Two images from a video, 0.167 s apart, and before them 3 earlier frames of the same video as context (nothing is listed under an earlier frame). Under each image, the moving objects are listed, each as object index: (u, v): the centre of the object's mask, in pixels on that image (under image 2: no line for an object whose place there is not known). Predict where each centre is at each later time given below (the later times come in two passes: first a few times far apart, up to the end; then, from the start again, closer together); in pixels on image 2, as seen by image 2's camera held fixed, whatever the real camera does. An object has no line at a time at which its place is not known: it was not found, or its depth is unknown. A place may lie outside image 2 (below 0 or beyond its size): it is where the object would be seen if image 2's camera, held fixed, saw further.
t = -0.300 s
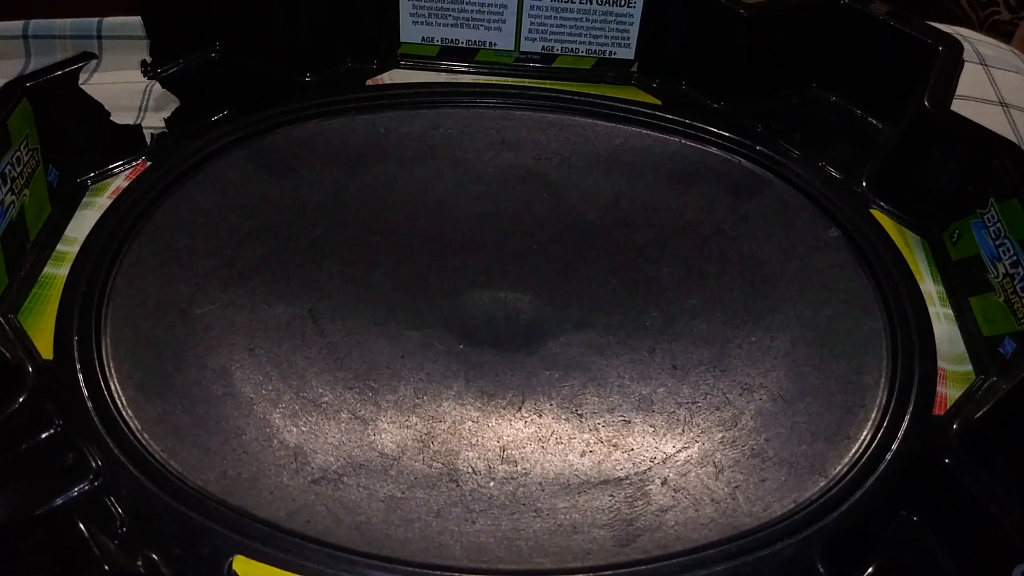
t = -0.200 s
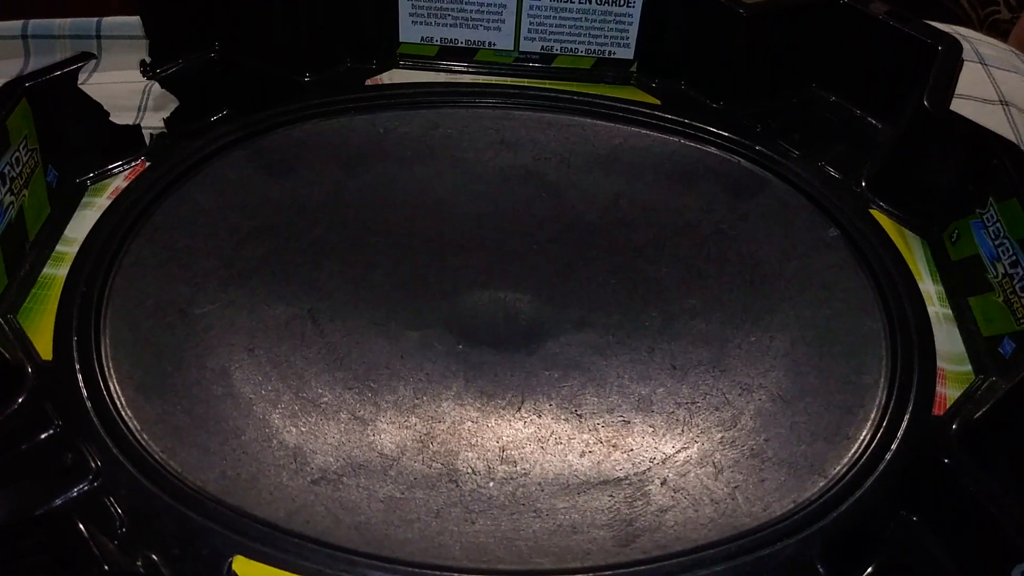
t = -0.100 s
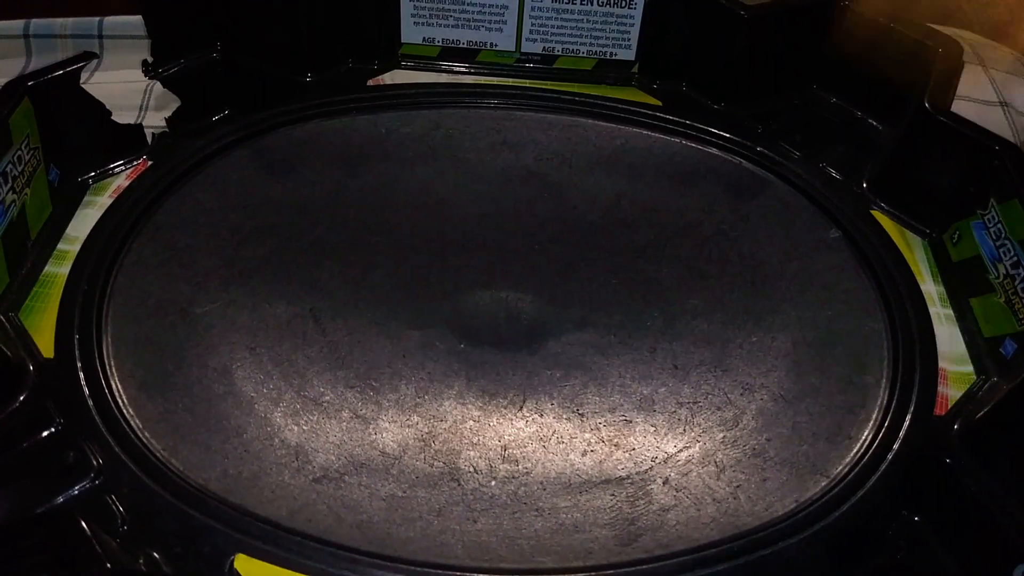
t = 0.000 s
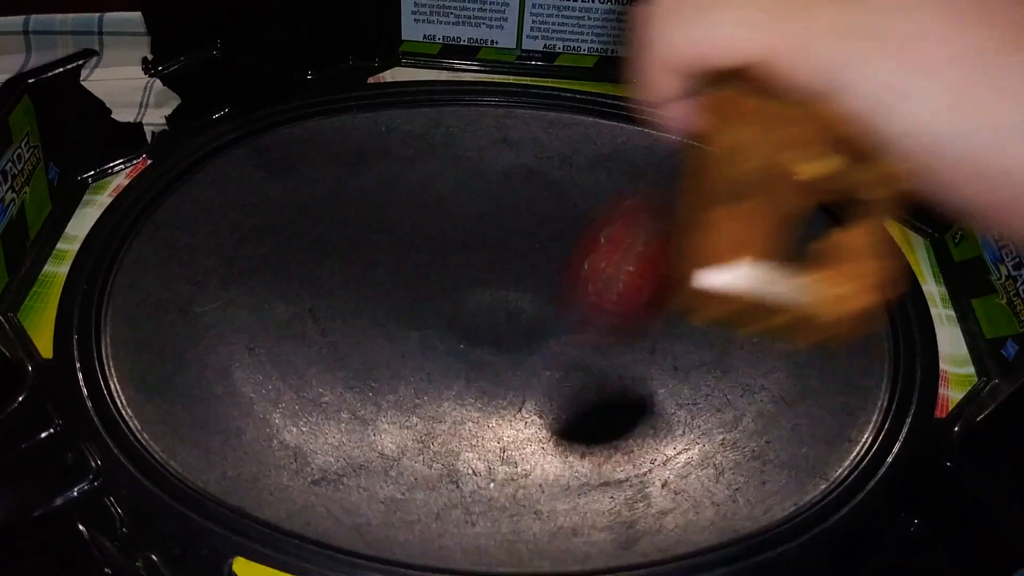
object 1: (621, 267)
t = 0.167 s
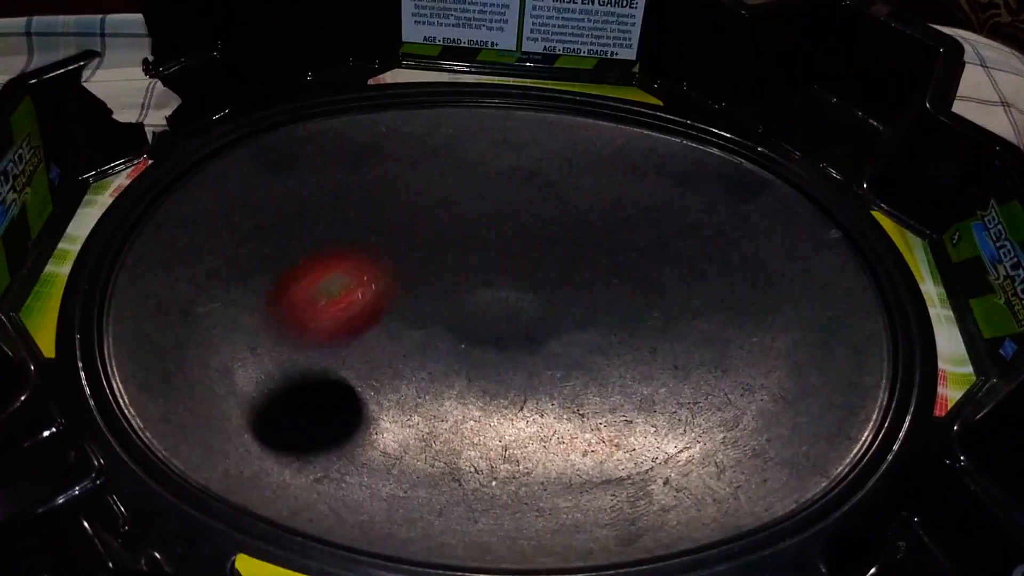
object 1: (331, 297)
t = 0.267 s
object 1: (207, 290)
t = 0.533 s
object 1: (251, 173)
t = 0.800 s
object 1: (661, 184)
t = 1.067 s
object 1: (777, 489)
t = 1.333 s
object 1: (106, 338)
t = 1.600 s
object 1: (514, 78)
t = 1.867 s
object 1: (764, 488)
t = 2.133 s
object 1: (116, 219)
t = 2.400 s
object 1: (674, 99)
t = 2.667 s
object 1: (548, 521)
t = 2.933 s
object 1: (143, 171)
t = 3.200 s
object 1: (673, 101)
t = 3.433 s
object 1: (761, 494)
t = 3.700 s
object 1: (98, 293)
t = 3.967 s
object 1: (503, 81)
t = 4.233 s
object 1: (901, 350)
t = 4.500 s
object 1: (324, 477)
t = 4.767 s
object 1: (569, 364)
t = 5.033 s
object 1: (736, 276)
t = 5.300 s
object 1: (848, 353)
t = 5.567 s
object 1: (565, 399)
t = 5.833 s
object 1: (441, 329)
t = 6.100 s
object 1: (531, 244)
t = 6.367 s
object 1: (713, 202)
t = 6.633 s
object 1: (833, 335)
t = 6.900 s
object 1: (422, 370)
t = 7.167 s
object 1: (264, 137)
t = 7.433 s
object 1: (471, 122)
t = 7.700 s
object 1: (707, 271)
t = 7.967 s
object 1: (670, 362)
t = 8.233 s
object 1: (548, 324)
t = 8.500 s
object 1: (562, 240)
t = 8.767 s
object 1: (631, 315)
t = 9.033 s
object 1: (382, 341)
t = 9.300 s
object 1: (350, 176)
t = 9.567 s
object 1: (474, 65)
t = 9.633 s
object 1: (500, 82)
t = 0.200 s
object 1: (282, 308)
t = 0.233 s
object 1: (240, 301)
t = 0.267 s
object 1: (207, 290)
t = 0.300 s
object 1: (183, 277)
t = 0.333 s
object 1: (170, 262)
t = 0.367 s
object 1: (164, 247)
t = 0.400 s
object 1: (167, 230)
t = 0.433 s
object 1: (178, 214)
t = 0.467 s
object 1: (196, 199)
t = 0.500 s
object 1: (221, 185)
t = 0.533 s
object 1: (251, 173)
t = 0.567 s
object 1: (288, 163)
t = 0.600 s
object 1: (330, 154)
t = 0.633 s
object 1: (375, 149)
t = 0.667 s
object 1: (426, 147)
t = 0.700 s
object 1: (480, 148)
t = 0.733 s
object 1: (538, 156)
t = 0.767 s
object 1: (599, 167)
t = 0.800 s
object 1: (661, 184)
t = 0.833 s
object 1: (724, 206)
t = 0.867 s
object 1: (784, 235)
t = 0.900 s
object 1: (845, 272)
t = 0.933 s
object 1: (897, 312)
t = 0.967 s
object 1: (906, 348)
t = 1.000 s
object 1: (883, 403)
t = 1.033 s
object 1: (843, 452)
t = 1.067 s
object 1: (777, 489)
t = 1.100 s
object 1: (690, 513)
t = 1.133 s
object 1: (591, 520)
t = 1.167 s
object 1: (494, 521)
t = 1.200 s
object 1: (392, 514)
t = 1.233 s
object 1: (294, 490)
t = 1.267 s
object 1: (208, 449)
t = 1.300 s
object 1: (140, 397)
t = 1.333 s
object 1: (106, 338)
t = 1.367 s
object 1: (100, 273)
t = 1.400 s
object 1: (120, 217)
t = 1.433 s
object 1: (156, 166)
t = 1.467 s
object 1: (213, 121)
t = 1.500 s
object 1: (279, 92)
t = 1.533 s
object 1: (354, 78)
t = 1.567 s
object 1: (434, 74)
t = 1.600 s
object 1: (514, 78)
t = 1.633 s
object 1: (594, 86)
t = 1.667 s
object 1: (677, 101)
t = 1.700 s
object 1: (758, 126)
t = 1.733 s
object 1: (830, 173)
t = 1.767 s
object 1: (883, 238)
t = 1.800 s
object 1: (897, 335)
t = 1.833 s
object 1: (863, 425)
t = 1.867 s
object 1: (764, 488)
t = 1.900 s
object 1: (621, 518)
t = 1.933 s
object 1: (485, 521)
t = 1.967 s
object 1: (359, 507)
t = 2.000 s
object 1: (245, 467)
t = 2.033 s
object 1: (161, 416)
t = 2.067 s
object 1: (112, 353)
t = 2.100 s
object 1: (102, 283)
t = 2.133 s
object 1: (116, 219)
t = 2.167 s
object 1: (153, 165)
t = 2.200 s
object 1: (211, 121)
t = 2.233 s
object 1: (280, 92)
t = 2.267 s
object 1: (354, 78)
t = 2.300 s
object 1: (433, 74)
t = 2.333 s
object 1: (514, 76)
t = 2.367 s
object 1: (592, 84)
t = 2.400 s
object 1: (674, 99)
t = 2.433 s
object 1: (750, 124)
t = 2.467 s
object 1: (823, 170)
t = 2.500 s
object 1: (875, 229)
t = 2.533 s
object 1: (899, 313)
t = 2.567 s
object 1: (879, 400)
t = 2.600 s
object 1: (800, 473)
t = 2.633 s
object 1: (679, 513)
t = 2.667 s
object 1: (548, 521)
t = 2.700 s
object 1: (421, 516)
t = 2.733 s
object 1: (309, 493)
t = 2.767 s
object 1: (217, 451)
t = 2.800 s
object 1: (145, 401)
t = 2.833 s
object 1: (105, 341)
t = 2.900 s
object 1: (111, 227)
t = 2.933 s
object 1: (143, 171)
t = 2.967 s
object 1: (191, 136)
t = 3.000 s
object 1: (252, 105)
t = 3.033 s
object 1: (316, 83)
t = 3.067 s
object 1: (383, 80)
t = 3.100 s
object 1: (458, 77)
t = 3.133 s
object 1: (530, 79)
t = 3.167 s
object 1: (601, 86)
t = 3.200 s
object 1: (673, 101)
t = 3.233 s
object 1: (746, 125)
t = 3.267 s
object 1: (812, 161)
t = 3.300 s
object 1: (864, 211)
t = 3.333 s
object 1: (896, 283)
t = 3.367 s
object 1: (896, 363)
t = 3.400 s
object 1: (853, 438)
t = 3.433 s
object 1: (761, 494)
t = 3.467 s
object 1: (650, 516)
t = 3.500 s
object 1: (526, 522)
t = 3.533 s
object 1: (407, 514)
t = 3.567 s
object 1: (302, 492)
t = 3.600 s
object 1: (218, 452)
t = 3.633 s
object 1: (151, 407)
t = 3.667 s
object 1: (106, 351)
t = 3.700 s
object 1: (98, 293)
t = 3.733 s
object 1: (106, 237)
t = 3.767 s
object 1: (135, 185)
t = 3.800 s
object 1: (178, 145)
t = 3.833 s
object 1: (231, 111)
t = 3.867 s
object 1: (296, 89)
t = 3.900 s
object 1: (361, 79)
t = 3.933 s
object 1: (432, 79)
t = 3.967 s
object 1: (503, 81)
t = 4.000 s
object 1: (570, 88)
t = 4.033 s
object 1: (639, 98)
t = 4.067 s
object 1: (705, 115)
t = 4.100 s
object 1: (768, 140)
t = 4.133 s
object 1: (827, 171)
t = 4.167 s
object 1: (869, 219)
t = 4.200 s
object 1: (900, 279)
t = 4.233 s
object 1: (901, 350)
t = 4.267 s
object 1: (873, 420)
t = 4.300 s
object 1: (804, 477)
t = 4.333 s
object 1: (704, 512)
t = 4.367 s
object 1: (591, 521)
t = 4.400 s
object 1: (481, 520)
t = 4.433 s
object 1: (375, 512)
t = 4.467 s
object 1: (292, 496)
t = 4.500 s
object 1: (324, 477)
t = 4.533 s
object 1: (367, 471)
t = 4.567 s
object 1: (405, 478)
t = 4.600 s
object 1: (442, 461)
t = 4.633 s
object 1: (475, 444)
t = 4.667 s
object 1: (505, 424)
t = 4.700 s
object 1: (530, 403)
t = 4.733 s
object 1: (551, 383)
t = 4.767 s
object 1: (569, 364)
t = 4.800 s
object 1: (585, 345)
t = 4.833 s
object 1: (599, 328)
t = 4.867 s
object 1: (611, 313)
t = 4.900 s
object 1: (621, 301)
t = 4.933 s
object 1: (628, 291)
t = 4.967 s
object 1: (636, 284)
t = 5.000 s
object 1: (682, 280)
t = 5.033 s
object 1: (736, 276)
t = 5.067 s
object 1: (785, 274)
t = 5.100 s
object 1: (832, 277)
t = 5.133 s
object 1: (871, 283)
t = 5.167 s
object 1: (906, 290)
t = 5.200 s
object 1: (906, 300)
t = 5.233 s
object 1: (891, 322)
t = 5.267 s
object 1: (873, 337)
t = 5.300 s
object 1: (848, 353)
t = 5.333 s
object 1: (819, 367)
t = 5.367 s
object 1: (787, 380)
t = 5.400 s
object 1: (753, 391)
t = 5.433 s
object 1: (715, 400)
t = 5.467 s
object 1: (678, 406)
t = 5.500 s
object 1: (638, 407)
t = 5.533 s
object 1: (601, 406)
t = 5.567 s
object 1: (565, 399)
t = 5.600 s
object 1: (533, 389)
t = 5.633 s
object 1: (504, 377)
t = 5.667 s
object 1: (480, 360)
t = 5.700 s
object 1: (460, 343)
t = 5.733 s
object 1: (449, 338)
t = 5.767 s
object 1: (444, 337)
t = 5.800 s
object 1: (441, 334)
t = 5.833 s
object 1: (441, 329)
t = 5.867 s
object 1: (445, 322)
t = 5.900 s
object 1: (450, 313)
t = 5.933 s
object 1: (458, 302)
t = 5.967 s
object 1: (469, 291)
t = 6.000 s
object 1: (482, 280)
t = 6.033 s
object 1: (496, 268)
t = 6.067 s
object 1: (513, 257)
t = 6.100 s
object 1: (531, 244)
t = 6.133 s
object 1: (550, 232)
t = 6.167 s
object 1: (570, 221)
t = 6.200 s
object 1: (593, 213)
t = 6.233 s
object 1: (617, 206)
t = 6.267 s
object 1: (641, 202)
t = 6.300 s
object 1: (665, 200)
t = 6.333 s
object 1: (689, 200)
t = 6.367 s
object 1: (713, 202)
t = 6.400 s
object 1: (736, 207)
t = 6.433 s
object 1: (759, 215)
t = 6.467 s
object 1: (782, 225)
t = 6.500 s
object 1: (804, 238)
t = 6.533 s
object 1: (826, 256)
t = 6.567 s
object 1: (839, 279)
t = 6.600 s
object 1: (842, 306)
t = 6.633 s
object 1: (833, 335)
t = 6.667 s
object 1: (809, 361)
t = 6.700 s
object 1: (772, 386)
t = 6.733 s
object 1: (724, 404)
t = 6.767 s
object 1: (664, 414)
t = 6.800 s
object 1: (601, 415)
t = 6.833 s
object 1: (538, 406)
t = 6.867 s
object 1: (476, 392)
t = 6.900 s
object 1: (422, 370)
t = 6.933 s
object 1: (372, 343)
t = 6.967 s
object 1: (331, 314)
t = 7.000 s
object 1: (300, 281)
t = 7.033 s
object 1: (278, 249)
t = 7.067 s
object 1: (263, 217)
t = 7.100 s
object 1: (256, 187)
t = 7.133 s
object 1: (258, 160)
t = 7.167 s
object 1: (264, 137)
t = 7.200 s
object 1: (277, 116)
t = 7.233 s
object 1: (293, 99)
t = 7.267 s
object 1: (314, 86)
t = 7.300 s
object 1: (342, 86)
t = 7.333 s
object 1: (371, 91)
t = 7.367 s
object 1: (405, 98)
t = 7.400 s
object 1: (438, 110)
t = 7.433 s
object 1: (471, 122)
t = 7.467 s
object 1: (505, 138)
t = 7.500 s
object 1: (541, 155)
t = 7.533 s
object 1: (576, 176)
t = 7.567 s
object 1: (607, 201)
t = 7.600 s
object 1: (634, 231)
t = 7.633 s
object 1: (655, 261)
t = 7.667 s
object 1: (681, 274)
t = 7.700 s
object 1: (707, 271)
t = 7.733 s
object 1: (727, 270)
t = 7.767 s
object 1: (740, 273)
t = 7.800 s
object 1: (747, 280)
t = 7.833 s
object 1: (746, 291)
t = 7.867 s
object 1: (738, 305)
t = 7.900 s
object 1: (723, 323)
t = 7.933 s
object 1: (701, 341)
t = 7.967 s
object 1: (670, 362)
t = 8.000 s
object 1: (633, 383)
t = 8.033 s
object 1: (587, 399)
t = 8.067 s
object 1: (579, 393)
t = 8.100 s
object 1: (579, 378)
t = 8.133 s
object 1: (576, 364)
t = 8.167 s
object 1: (568, 350)
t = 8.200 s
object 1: (558, 337)
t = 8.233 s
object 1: (548, 324)
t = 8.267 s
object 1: (539, 312)
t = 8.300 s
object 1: (534, 299)
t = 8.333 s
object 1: (531, 286)
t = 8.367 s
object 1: (533, 275)
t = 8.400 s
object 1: (536, 264)
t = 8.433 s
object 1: (543, 253)
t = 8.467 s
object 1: (552, 245)
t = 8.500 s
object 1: (562, 240)
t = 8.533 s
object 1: (573, 238)
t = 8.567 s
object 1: (585, 238)
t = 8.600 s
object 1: (600, 242)
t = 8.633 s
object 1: (613, 249)
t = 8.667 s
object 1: (625, 260)
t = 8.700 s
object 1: (633, 275)
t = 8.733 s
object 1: (636, 295)
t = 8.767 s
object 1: (631, 315)
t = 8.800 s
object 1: (618, 334)
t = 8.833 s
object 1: (596, 351)
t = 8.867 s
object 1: (567, 364)
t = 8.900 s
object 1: (532, 370)
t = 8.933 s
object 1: (497, 371)
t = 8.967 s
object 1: (456, 367)
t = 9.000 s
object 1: (417, 356)
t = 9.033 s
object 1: (382, 341)
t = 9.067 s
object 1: (354, 322)
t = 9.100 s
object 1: (332, 301)
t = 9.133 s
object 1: (316, 277)
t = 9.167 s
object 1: (309, 254)
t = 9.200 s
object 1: (310, 232)
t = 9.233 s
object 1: (317, 210)
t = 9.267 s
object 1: (330, 192)
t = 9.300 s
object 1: (350, 176)
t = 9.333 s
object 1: (375, 163)
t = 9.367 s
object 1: (406, 155)
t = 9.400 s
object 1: (431, 143)
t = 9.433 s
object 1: (434, 102)
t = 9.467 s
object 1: (439, 67)
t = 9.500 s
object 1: (450, 56)
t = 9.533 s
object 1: (463, 63)
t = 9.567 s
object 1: (474, 65)
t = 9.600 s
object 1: (486, 68)
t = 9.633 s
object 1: (500, 82)
